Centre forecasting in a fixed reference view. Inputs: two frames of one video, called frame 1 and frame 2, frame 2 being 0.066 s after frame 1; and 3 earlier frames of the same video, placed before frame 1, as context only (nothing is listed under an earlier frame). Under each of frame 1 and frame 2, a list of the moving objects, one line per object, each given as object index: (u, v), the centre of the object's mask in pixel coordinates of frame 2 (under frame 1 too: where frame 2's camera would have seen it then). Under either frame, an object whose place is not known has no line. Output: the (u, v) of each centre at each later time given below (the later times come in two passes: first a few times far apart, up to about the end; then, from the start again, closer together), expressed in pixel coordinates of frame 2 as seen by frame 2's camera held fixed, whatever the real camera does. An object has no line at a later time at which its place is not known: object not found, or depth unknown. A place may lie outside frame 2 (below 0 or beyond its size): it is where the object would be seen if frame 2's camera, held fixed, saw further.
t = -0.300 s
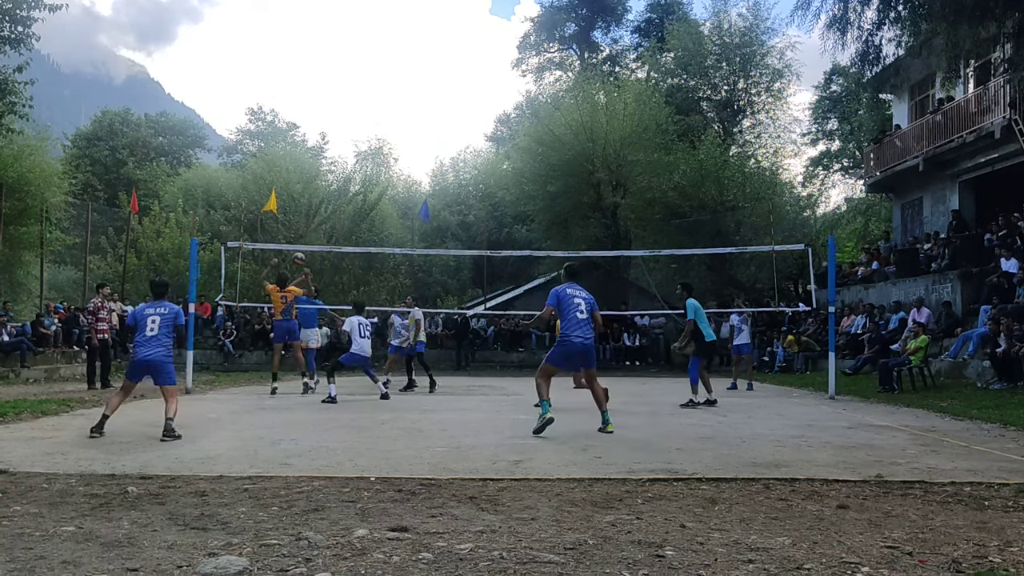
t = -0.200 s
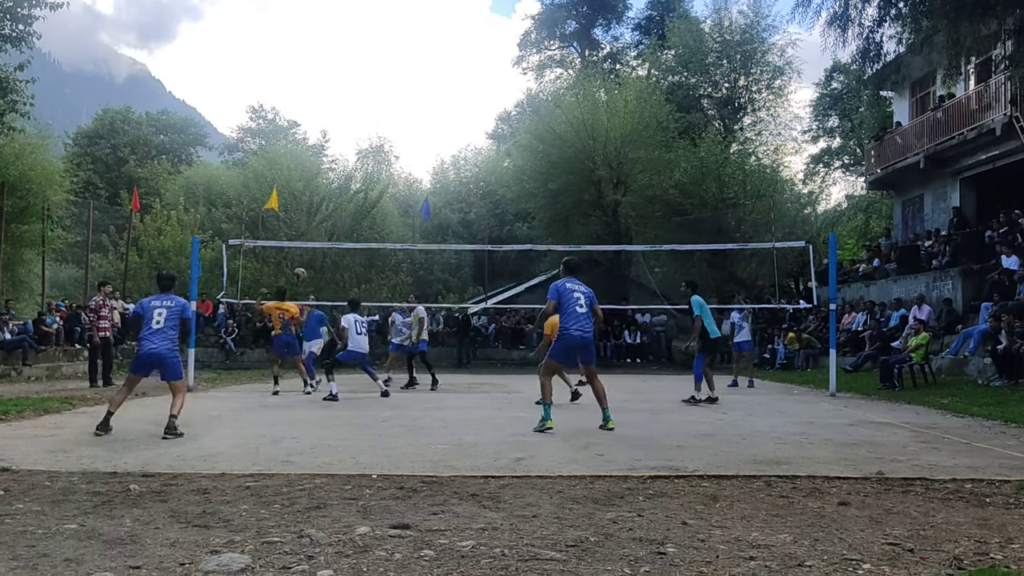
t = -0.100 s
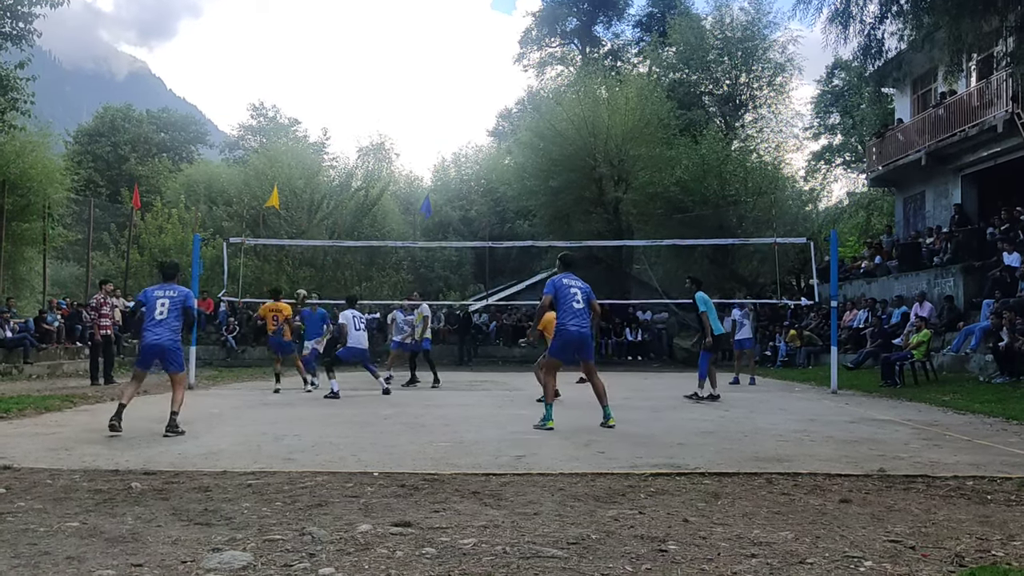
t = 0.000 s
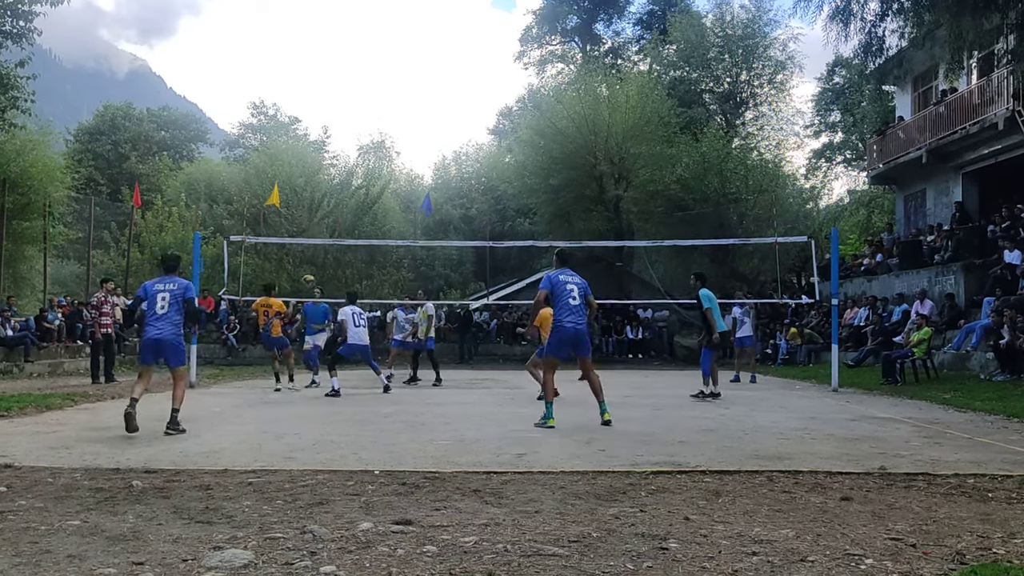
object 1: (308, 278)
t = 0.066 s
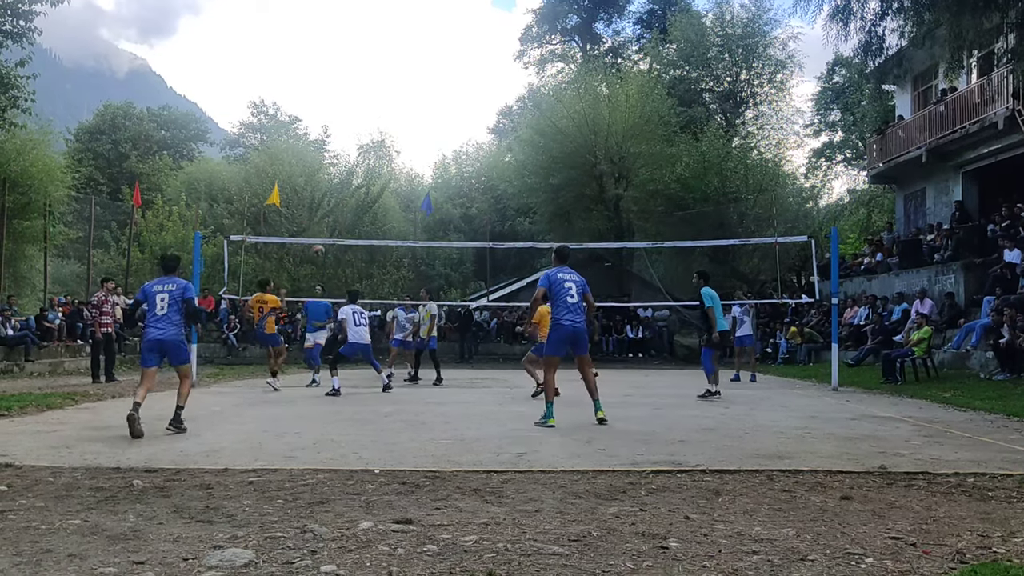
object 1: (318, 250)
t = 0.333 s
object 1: (353, 160)
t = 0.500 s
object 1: (375, 125)
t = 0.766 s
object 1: (410, 104)
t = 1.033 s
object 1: (445, 125)
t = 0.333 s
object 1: (353, 160)
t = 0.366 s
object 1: (358, 152)
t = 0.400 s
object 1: (362, 145)
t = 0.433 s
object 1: (366, 137)
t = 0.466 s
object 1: (370, 131)
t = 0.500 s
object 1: (375, 125)
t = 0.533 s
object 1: (379, 120)
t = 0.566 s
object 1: (384, 116)
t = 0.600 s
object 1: (388, 112)
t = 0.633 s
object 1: (392, 109)
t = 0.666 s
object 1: (397, 107)
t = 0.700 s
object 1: (401, 105)
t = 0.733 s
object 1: (406, 104)
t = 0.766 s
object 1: (410, 104)
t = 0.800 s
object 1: (415, 104)
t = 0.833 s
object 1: (419, 105)
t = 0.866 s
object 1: (423, 107)
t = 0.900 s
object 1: (427, 109)
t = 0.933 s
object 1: (432, 112)
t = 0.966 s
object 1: (436, 116)
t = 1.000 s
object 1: (440, 120)
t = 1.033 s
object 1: (445, 125)
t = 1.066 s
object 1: (449, 131)
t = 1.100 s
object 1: (453, 137)
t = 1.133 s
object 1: (457, 144)
